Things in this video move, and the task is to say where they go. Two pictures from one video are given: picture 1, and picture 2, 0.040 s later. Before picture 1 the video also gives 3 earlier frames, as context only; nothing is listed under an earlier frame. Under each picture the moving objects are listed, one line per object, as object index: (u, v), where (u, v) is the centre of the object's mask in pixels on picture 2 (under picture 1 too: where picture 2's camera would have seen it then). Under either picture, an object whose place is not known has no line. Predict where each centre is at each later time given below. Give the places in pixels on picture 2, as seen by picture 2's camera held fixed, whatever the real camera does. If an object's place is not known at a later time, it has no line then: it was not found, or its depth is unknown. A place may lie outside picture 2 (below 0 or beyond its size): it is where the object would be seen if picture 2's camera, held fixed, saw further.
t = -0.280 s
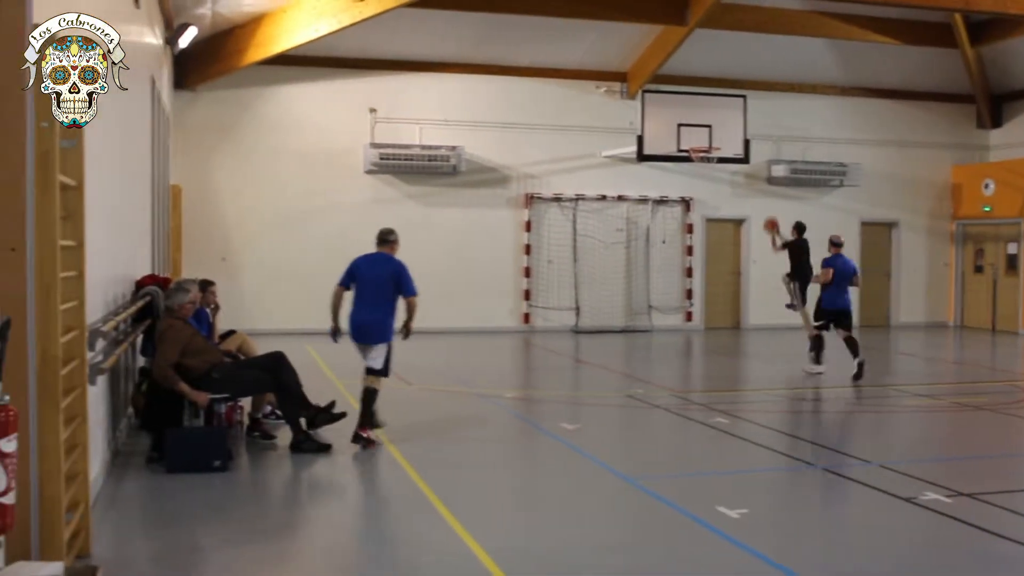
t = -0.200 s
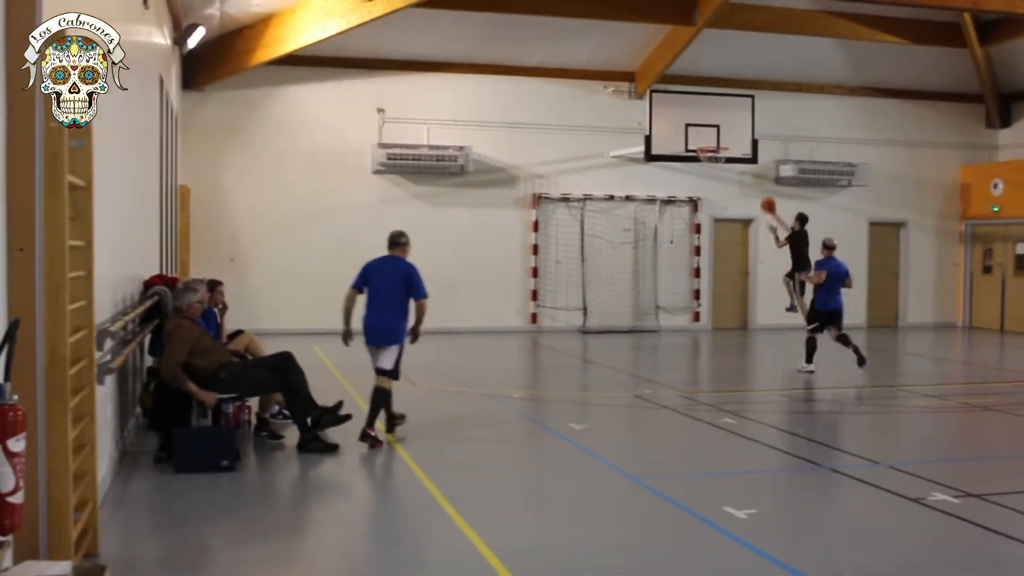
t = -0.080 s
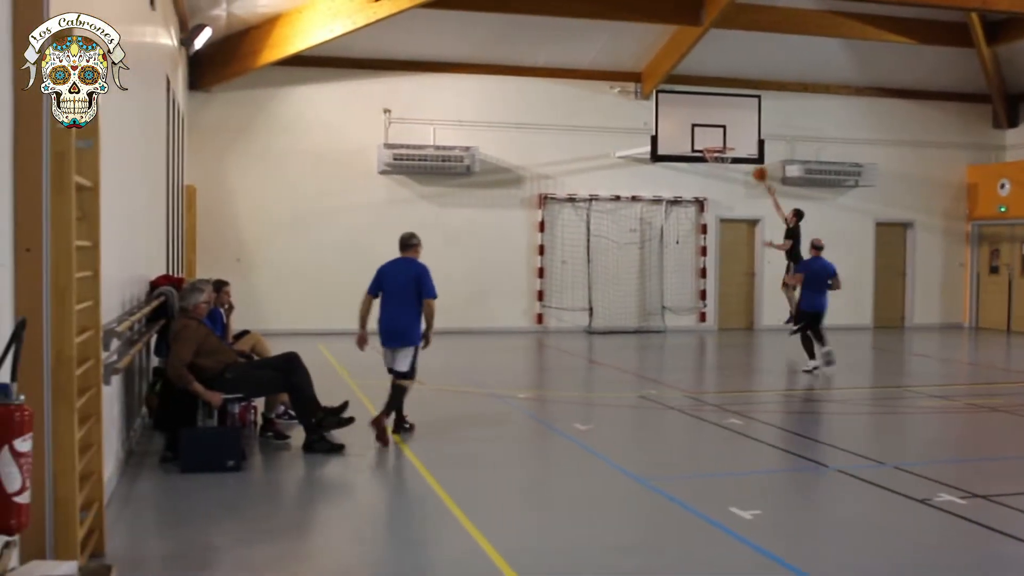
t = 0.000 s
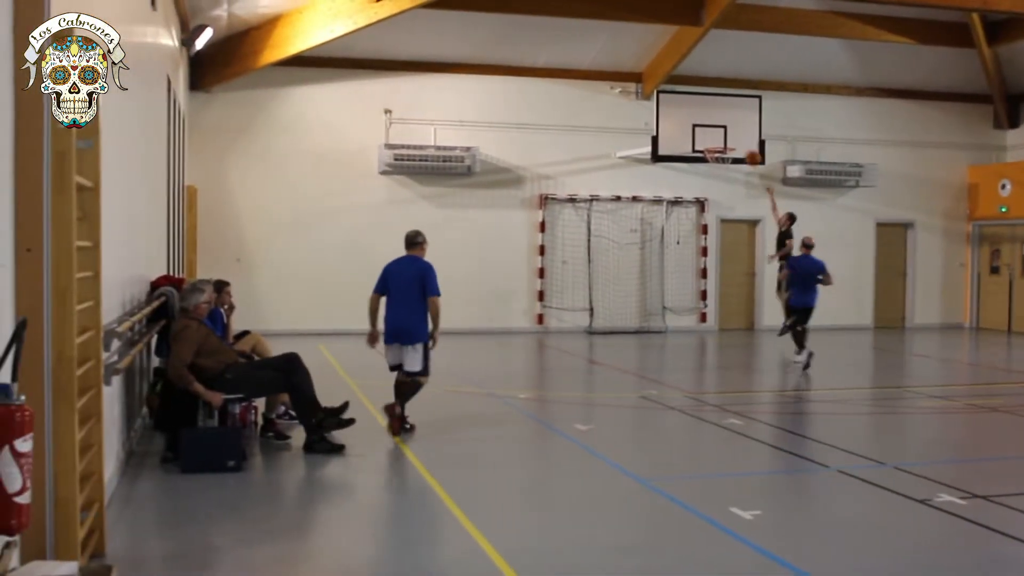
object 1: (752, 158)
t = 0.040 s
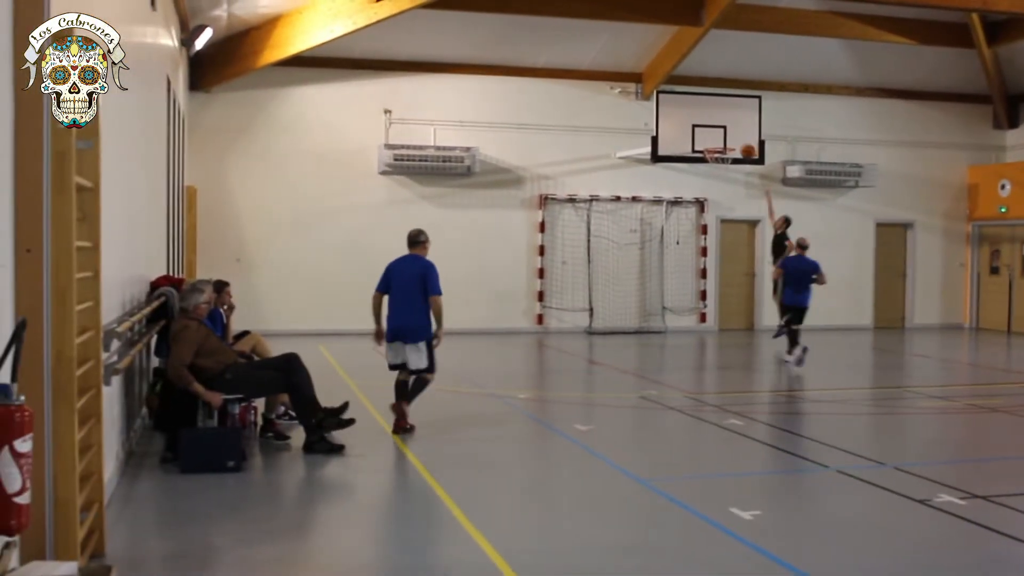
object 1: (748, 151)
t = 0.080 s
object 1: (743, 146)
